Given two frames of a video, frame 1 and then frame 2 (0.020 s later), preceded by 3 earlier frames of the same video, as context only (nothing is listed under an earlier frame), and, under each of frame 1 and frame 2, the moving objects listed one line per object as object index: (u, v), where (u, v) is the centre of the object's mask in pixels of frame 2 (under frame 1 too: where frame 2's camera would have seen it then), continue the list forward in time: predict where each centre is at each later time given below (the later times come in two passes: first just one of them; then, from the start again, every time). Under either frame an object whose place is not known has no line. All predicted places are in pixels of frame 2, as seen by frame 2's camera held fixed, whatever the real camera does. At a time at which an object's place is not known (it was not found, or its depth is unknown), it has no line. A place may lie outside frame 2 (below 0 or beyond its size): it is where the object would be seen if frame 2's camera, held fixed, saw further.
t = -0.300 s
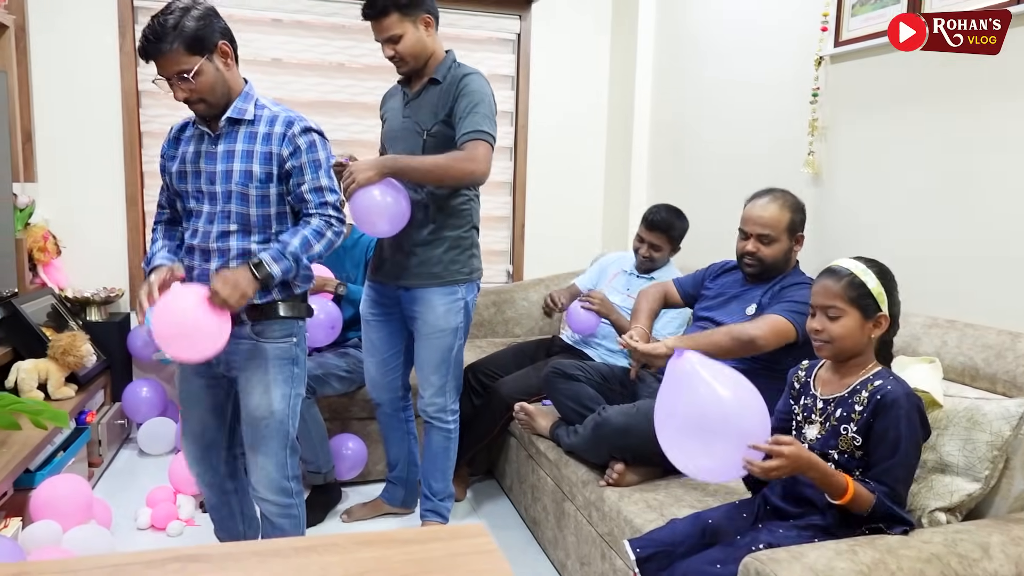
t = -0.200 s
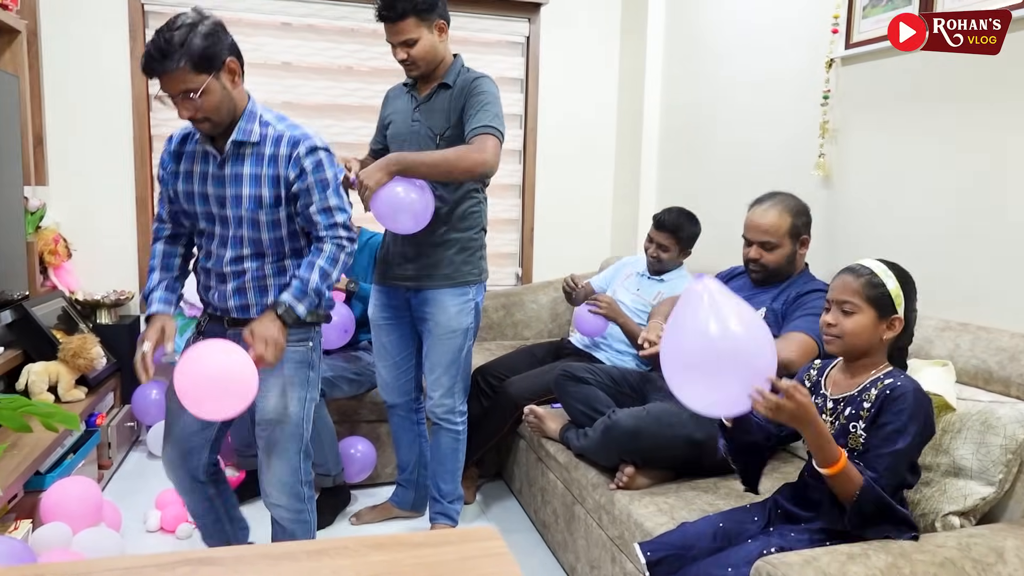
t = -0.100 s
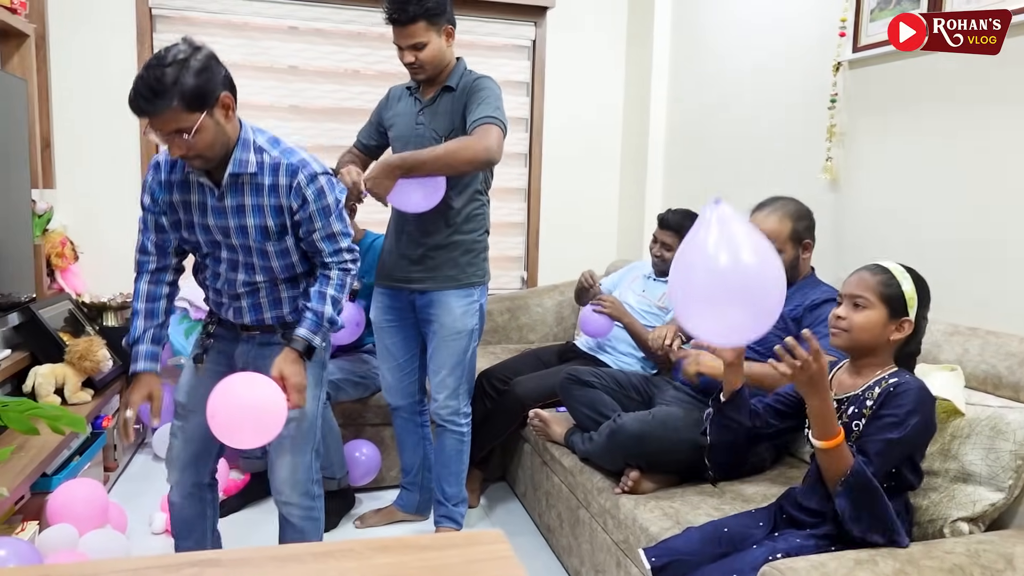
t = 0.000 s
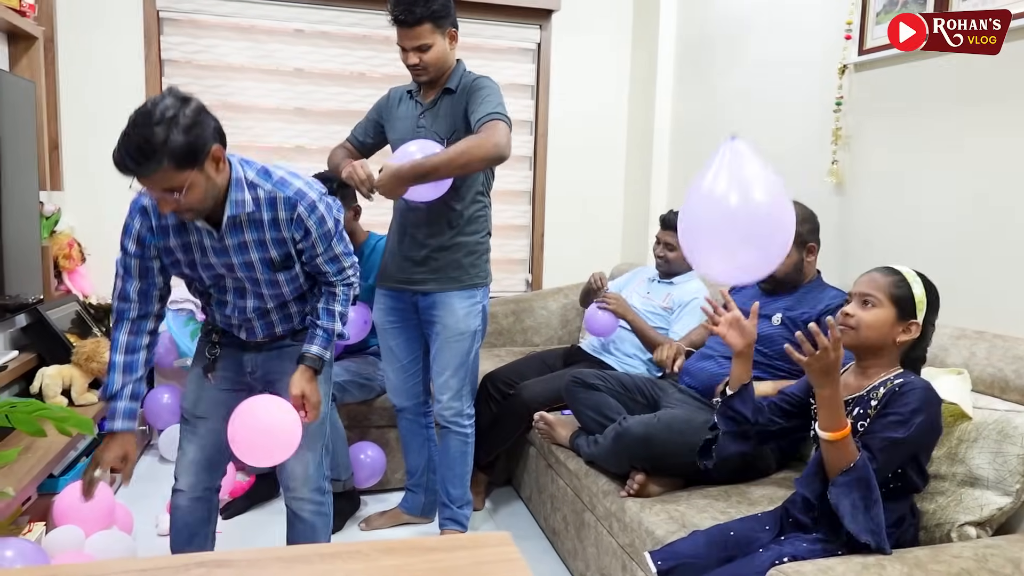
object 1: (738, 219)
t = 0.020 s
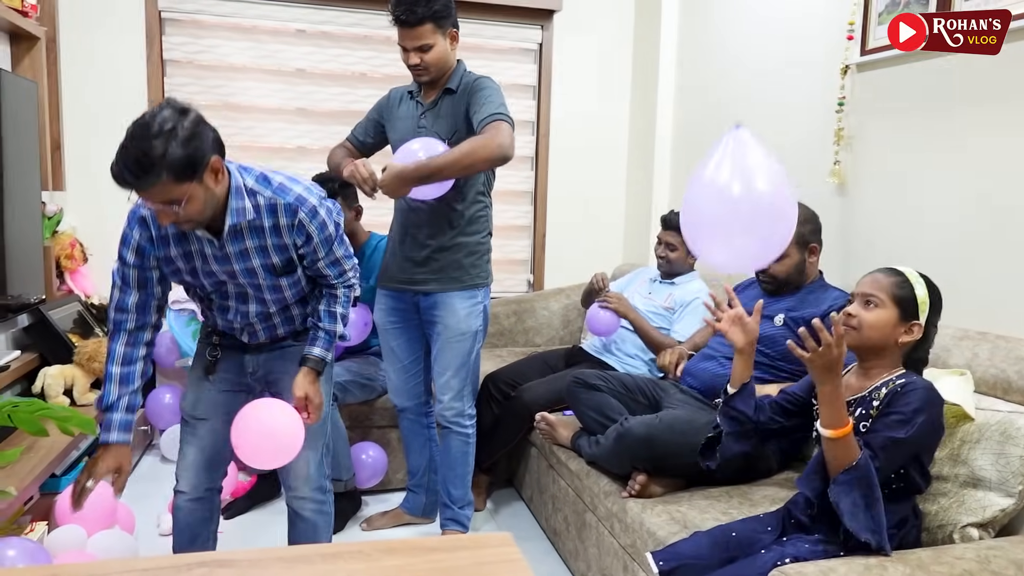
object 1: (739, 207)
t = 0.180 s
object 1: (739, 131)
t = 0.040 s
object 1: (738, 196)
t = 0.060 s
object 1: (739, 184)
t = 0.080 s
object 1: (739, 174)
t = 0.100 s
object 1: (738, 164)
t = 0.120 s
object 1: (739, 155)
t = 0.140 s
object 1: (739, 147)
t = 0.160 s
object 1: (739, 139)
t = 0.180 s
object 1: (739, 131)
